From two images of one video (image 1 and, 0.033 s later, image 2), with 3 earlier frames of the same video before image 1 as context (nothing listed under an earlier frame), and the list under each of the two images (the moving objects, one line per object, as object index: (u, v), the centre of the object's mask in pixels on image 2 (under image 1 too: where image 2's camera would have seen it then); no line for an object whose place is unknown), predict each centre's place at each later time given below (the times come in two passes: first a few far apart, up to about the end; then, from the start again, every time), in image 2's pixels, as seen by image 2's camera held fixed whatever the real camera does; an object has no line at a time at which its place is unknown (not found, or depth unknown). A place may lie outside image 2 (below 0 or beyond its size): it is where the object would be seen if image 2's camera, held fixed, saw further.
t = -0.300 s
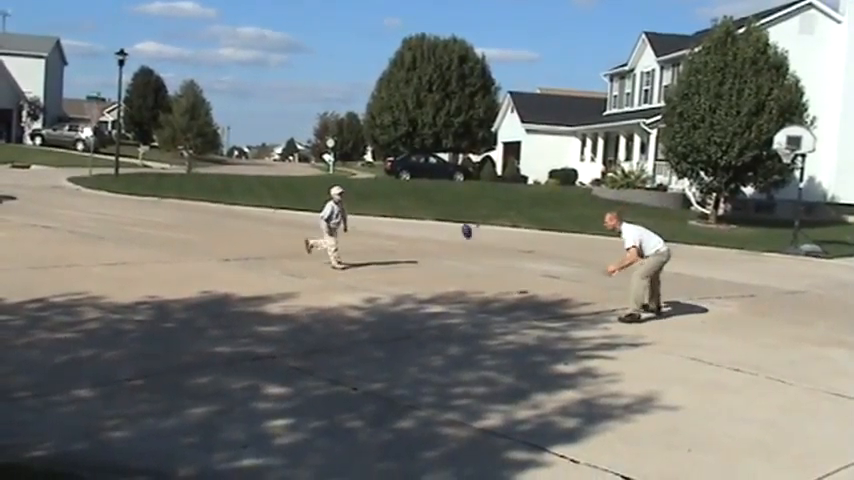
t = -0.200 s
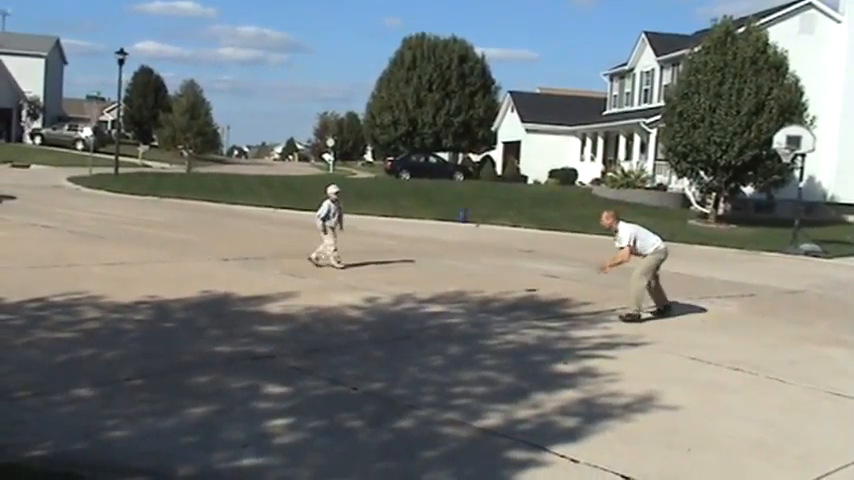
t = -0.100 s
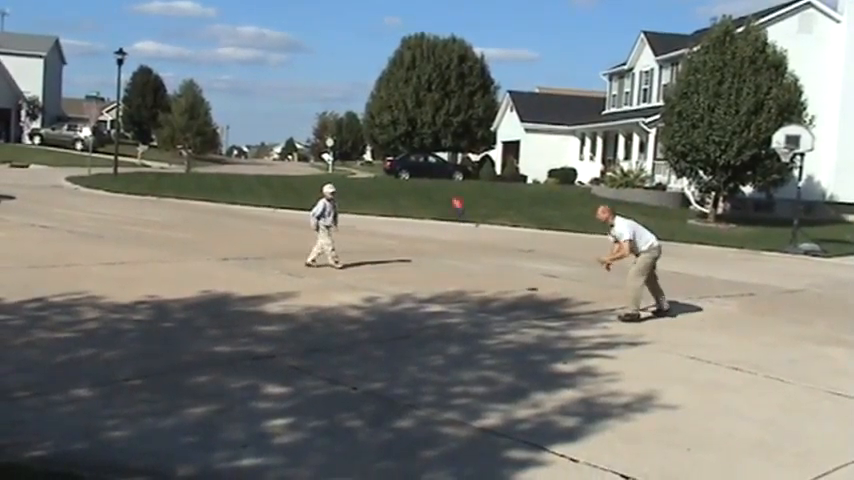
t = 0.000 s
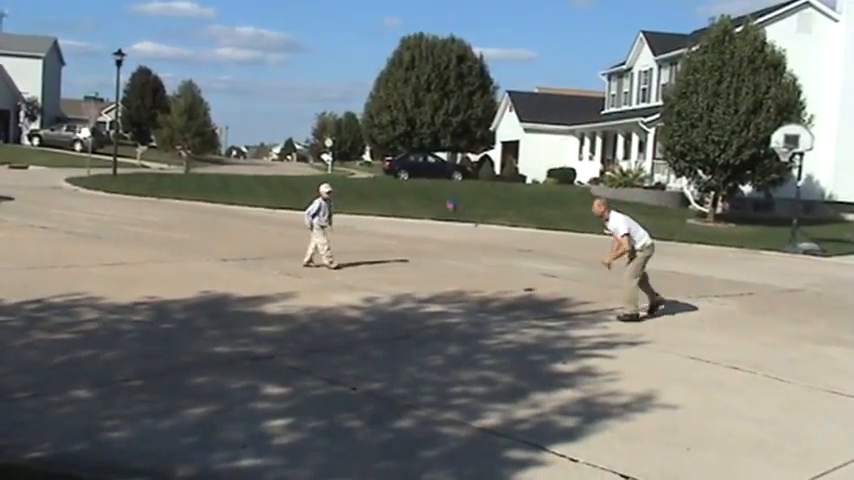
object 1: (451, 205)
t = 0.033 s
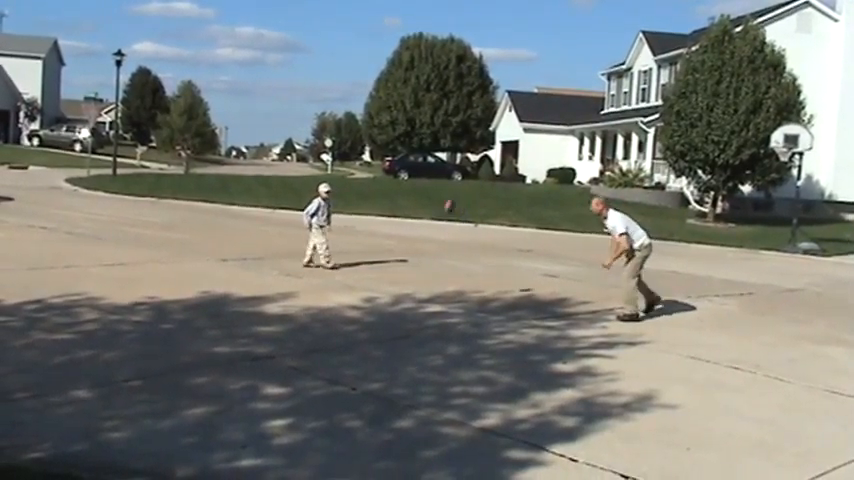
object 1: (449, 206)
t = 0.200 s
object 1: (440, 226)
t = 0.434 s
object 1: (424, 290)
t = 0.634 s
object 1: (411, 276)
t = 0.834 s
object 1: (396, 278)
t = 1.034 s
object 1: (378, 285)
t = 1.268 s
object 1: (362, 286)
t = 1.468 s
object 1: (354, 280)
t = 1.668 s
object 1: (349, 277)
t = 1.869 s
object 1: (343, 282)
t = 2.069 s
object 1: (339, 280)
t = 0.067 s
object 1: (447, 207)
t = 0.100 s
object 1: (445, 211)
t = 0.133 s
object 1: (443, 214)
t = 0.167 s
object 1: (442, 219)
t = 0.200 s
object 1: (440, 226)
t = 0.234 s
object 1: (437, 232)
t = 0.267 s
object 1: (435, 240)
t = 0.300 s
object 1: (433, 248)
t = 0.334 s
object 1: (431, 257)
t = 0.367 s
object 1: (429, 267)
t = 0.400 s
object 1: (427, 278)
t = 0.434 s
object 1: (424, 290)
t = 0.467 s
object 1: (420, 298)
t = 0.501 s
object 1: (419, 293)
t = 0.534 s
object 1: (418, 287)
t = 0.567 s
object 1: (415, 283)
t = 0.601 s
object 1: (413, 279)
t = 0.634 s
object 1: (411, 276)
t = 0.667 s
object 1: (409, 274)
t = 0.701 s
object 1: (406, 273)
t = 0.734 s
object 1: (404, 273)
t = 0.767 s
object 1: (401, 274)
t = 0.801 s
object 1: (398, 275)
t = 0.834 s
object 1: (396, 278)
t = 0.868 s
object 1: (394, 281)
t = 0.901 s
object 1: (391, 286)
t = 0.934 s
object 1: (388, 290)
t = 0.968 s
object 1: (384, 290)
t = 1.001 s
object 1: (382, 288)
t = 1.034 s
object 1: (378, 285)
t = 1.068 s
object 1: (377, 283)
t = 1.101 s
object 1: (375, 282)
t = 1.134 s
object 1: (373, 281)
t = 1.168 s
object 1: (370, 281)
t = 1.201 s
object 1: (367, 282)
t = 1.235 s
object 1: (365, 284)
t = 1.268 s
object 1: (362, 286)
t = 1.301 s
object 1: (360, 285)
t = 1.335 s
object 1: (359, 283)
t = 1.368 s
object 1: (357, 281)
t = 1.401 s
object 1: (356, 280)
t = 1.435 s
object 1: (355, 279)
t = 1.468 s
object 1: (354, 280)
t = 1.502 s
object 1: (352, 281)
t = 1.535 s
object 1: (350, 282)
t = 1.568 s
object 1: (350, 280)
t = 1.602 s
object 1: (349, 278)
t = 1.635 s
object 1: (349, 277)
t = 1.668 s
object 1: (349, 277)
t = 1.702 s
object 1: (349, 278)
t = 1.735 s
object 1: (348, 280)
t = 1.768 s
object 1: (348, 282)
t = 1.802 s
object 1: (346, 283)
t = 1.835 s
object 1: (345, 283)
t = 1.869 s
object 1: (343, 282)
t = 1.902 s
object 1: (342, 282)
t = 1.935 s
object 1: (341, 281)
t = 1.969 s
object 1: (340, 280)
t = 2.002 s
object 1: (340, 280)
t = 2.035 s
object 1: (339, 280)
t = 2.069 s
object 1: (339, 280)
